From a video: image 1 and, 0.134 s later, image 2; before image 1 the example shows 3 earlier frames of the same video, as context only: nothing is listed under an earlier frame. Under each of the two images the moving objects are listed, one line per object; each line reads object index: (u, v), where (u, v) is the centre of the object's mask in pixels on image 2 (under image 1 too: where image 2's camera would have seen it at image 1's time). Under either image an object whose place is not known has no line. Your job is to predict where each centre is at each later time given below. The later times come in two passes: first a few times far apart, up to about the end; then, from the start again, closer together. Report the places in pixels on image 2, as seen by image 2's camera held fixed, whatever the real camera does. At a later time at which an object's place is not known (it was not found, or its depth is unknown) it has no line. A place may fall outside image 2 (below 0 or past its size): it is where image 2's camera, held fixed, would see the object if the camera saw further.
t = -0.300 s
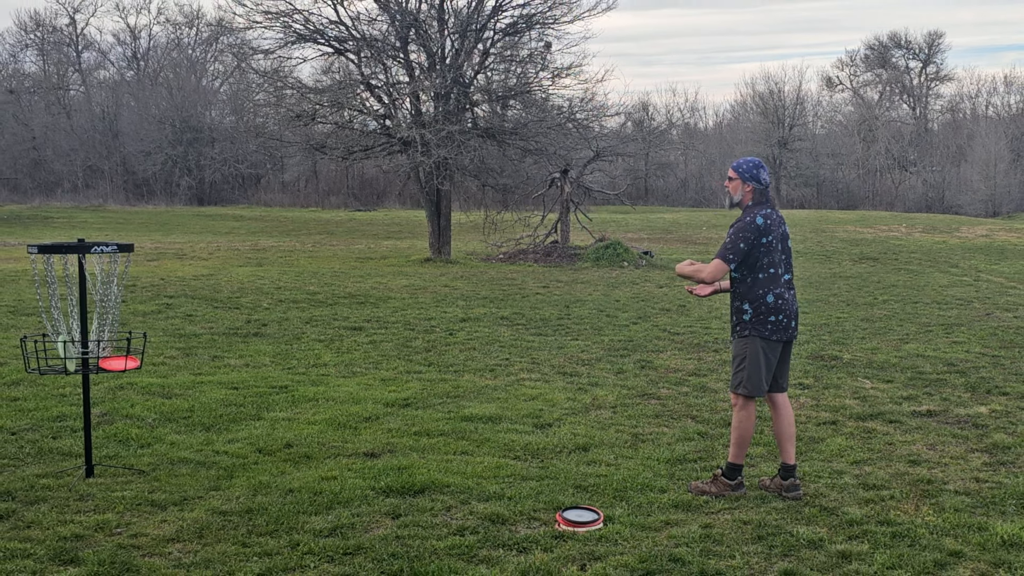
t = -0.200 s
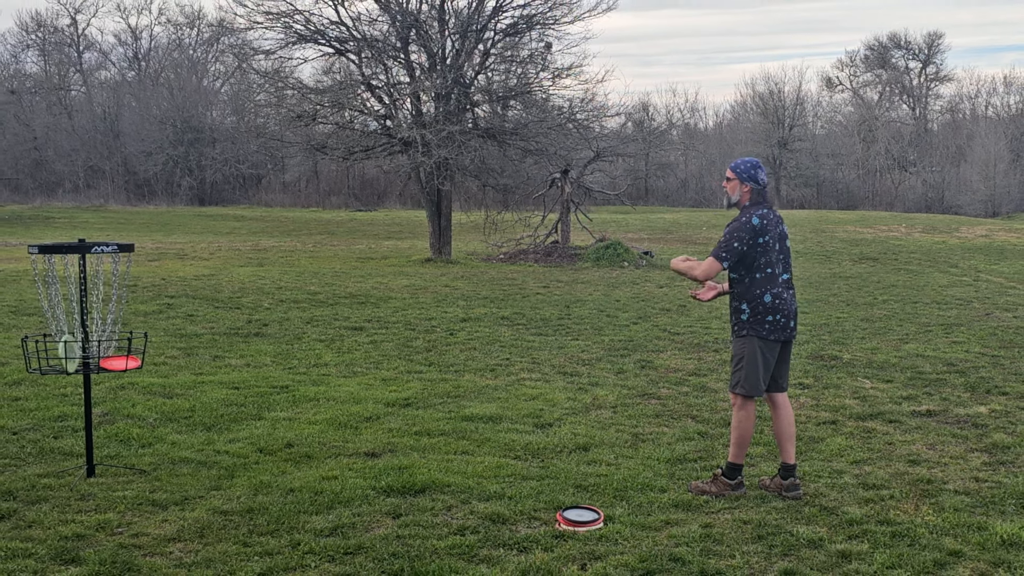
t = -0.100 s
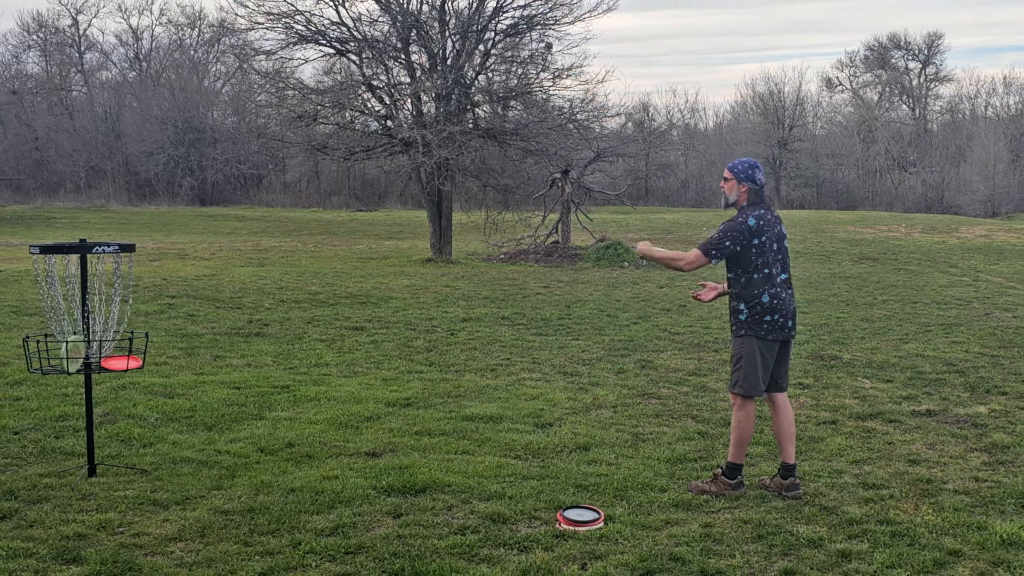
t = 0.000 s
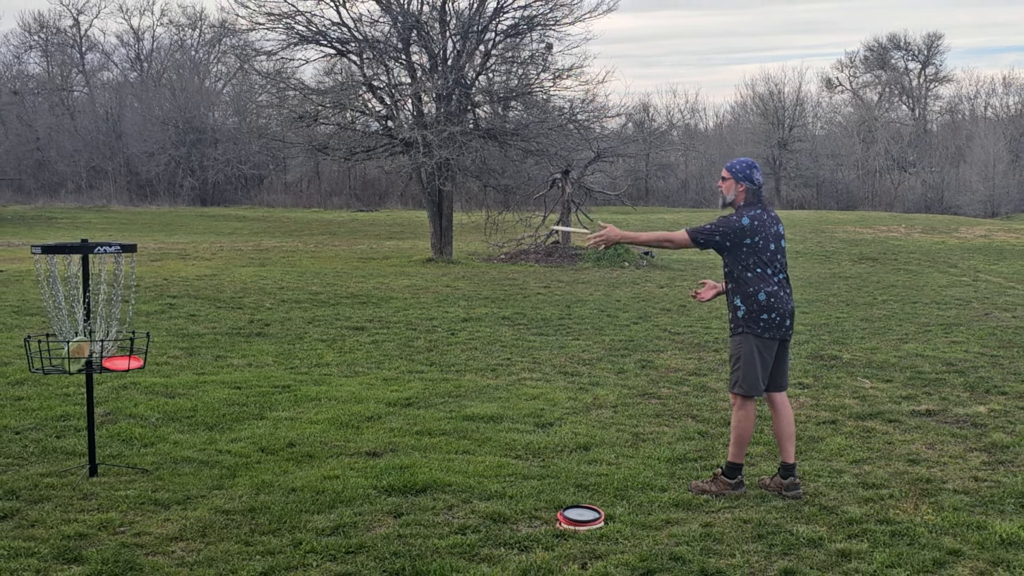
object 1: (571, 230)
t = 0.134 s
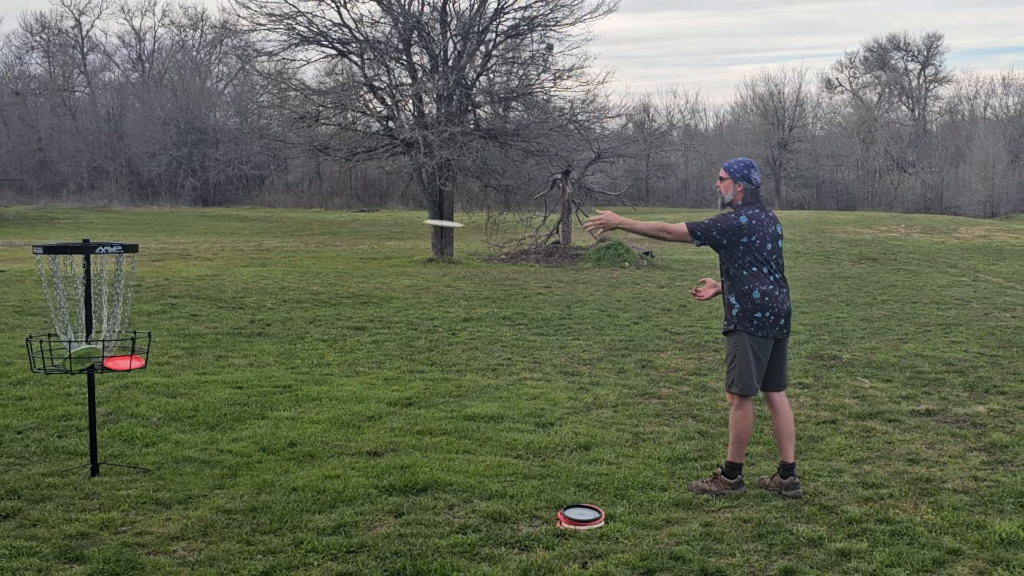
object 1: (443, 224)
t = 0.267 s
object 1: (319, 242)
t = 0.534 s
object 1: (117, 322)
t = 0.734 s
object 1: (109, 350)
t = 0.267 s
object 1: (319, 242)
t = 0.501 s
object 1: (125, 314)
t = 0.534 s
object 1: (117, 322)
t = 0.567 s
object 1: (114, 326)
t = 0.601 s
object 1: (112, 335)
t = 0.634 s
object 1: (111, 342)
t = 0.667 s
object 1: (108, 346)
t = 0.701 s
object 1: (107, 350)
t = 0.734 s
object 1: (109, 350)
